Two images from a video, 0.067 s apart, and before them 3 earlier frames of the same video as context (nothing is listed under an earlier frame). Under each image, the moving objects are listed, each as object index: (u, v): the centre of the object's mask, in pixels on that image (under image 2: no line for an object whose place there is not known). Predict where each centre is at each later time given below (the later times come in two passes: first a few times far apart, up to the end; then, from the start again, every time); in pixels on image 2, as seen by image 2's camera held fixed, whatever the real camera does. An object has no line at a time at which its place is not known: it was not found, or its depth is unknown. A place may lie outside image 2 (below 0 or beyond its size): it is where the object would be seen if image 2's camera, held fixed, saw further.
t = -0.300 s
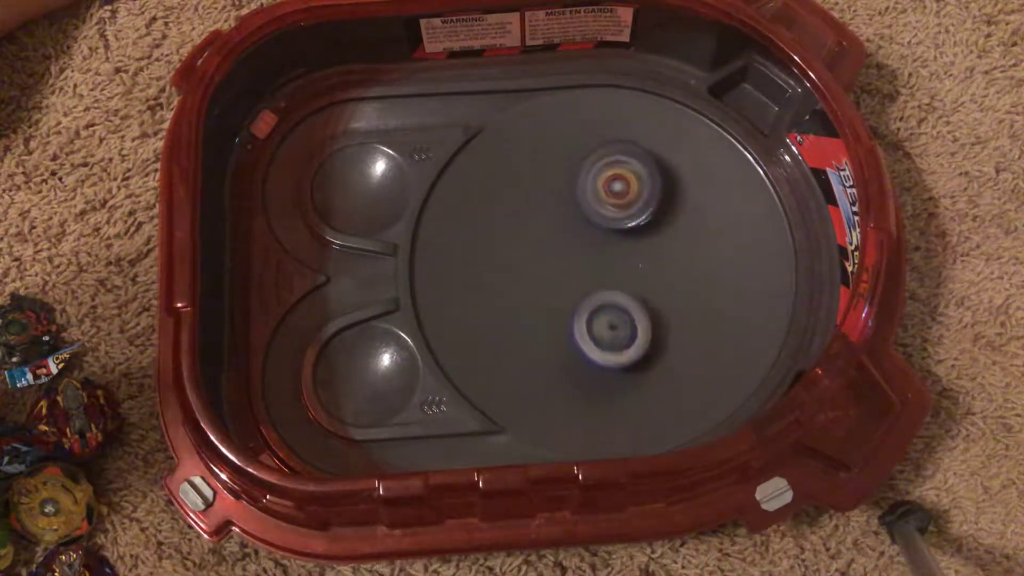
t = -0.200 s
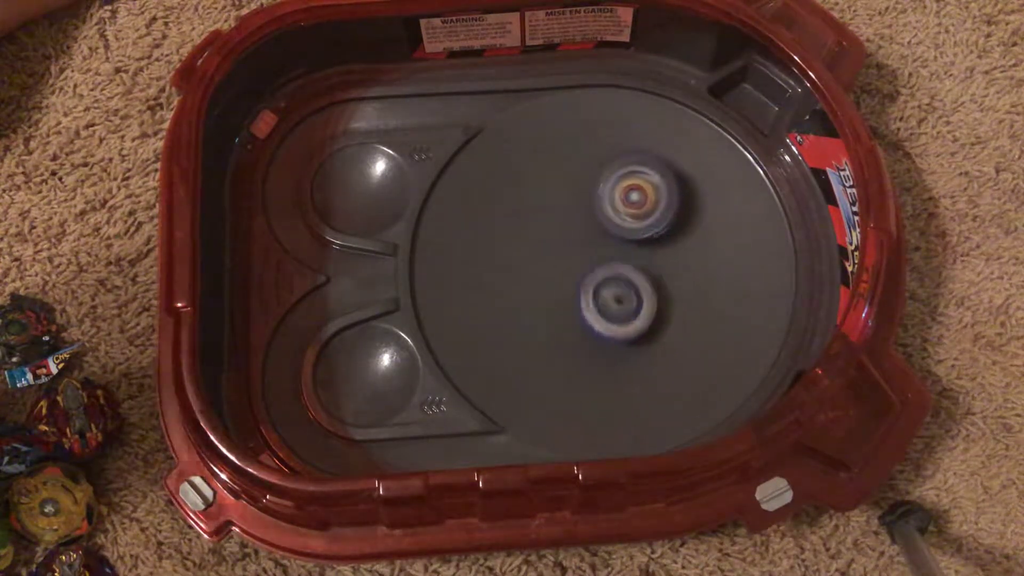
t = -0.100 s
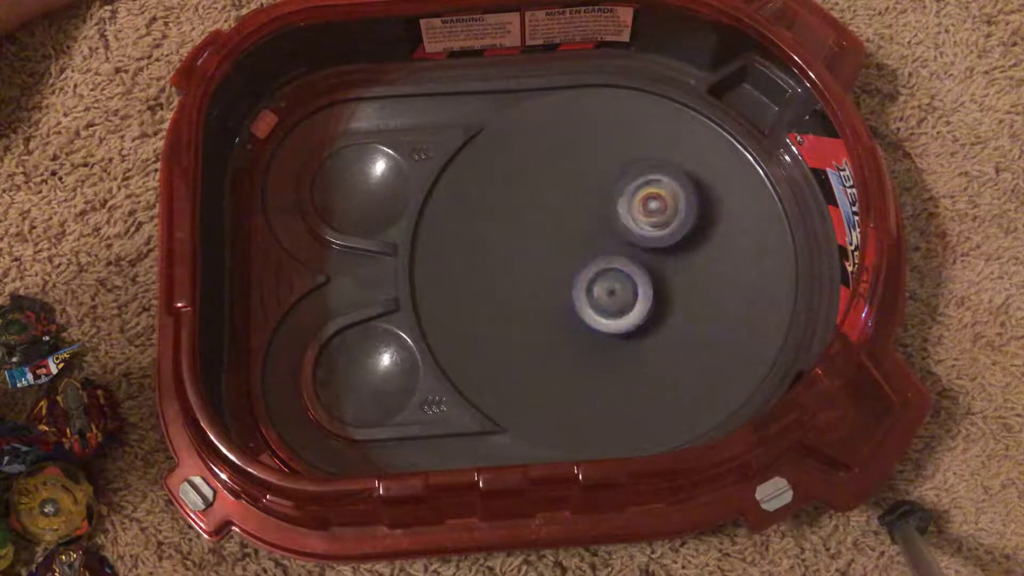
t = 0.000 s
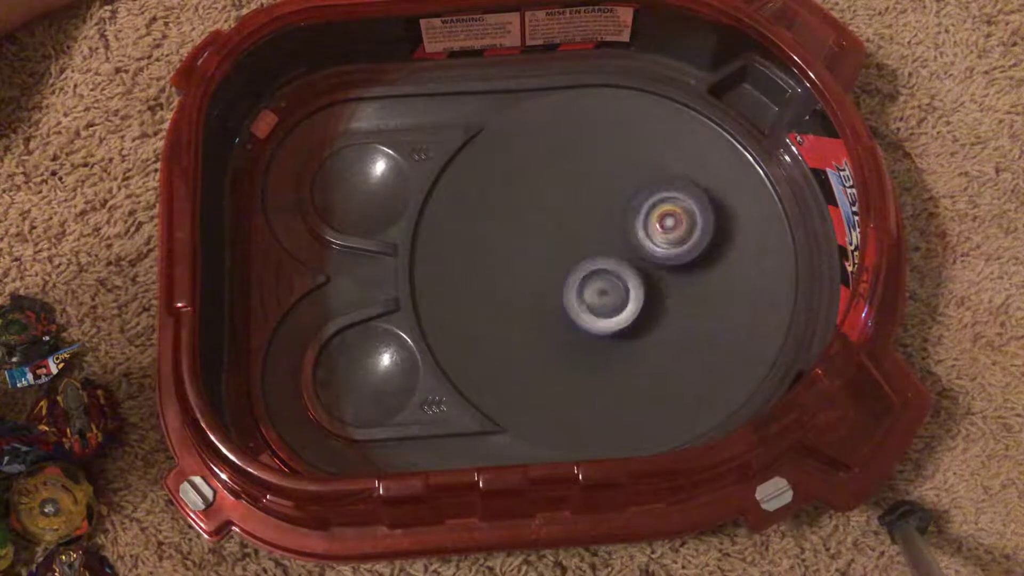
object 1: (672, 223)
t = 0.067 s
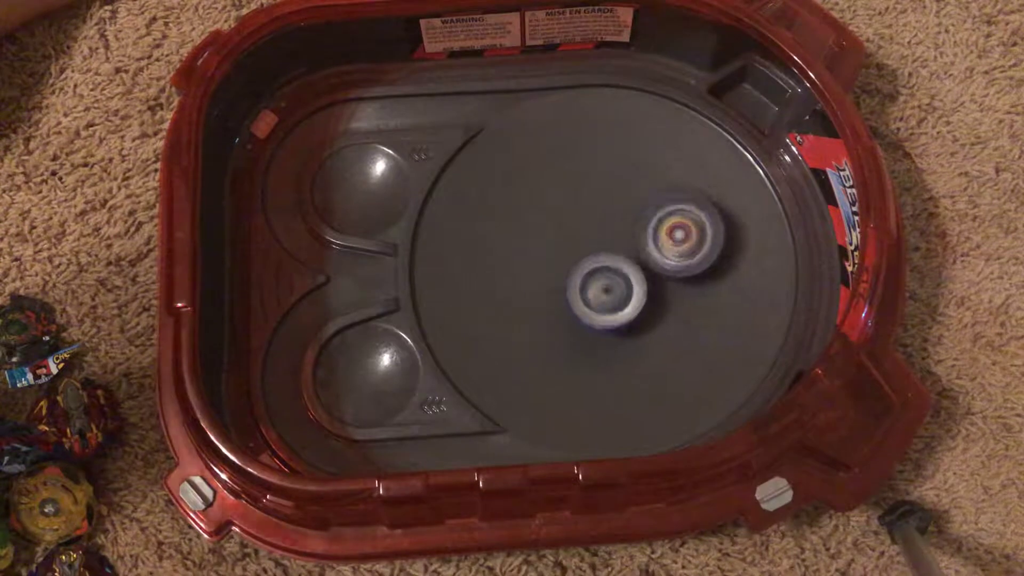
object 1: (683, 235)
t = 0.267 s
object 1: (696, 275)
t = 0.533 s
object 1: (657, 313)
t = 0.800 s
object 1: (586, 326)
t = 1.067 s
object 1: (527, 298)
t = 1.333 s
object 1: (511, 258)
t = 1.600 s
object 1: (530, 217)
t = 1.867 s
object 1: (577, 207)
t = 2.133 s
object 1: (624, 210)
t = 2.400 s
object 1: (647, 248)
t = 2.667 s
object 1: (662, 297)
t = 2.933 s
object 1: (646, 342)
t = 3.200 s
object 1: (602, 356)
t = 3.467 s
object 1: (551, 305)
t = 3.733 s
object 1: (539, 248)
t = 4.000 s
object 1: (534, 218)
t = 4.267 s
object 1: (582, 239)
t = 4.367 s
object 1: (599, 246)
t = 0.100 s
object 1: (689, 242)
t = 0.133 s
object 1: (694, 249)
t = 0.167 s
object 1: (697, 257)
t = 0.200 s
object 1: (697, 262)
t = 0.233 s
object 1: (697, 268)
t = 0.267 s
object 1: (696, 275)
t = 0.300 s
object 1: (693, 280)
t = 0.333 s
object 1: (691, 284)
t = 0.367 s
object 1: (687, 289)
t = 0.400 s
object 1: (682, 293)
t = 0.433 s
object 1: (678, 299)
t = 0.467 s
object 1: (672, 304)
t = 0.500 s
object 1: (665, 308)
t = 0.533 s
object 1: (657, 313)
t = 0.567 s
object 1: (649, 317)
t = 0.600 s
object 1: (641, 320)
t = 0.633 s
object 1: (632, 324)
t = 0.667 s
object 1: (623, 326)
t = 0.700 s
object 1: (614, 327)
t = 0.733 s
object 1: (604, 327)
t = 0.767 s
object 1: (595, 326)
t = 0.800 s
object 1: (586, 326)
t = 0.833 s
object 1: (579, 324)
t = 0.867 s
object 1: (571, 322)
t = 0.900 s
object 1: (562, 319)
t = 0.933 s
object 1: (553, 314)
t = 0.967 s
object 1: (546, 311)
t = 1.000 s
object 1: (539, 306)
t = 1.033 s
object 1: (533, 303)
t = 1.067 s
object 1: (527, 298)
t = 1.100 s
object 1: (523, 296)
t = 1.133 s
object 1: (519, 289)
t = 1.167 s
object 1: (515, 283)
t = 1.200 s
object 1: (512, 278)
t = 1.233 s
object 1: (510, 272)
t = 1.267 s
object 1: (509, 269)
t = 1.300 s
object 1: (509, 262)
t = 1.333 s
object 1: (511, 258)
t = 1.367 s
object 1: (513, 253)
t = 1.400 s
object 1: (515, 243)
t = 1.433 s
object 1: (518, 239)
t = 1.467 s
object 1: (521, 233)
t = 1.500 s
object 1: (522, 228)
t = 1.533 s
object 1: (523, 224)
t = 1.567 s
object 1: (527, 220)
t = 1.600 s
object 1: (530, 217)
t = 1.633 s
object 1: (534, 214)
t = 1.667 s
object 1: (538, 211)
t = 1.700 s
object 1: (542, 210)
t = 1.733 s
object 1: (549, 209)
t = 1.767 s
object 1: (556, 208)
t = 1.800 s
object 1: (563, 207)
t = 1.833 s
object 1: (570, 207)
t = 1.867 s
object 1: (577, 207)
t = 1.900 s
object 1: (584, 208)
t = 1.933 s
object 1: (591, 207)
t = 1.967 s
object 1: (596, 205)
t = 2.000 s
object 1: (601, 202)
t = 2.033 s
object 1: (606, 204)
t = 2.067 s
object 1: (611, 206)
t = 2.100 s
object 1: (617, 208)
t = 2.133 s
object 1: (624, 210)
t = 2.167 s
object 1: (627, 212)
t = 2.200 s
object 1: (629, 216)
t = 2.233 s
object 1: (634, 219)
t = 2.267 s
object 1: (638, 226)
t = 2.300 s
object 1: (642, 231)
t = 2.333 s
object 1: (645, 236)
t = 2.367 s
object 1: (646, 242)
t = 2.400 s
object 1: (647, 248)
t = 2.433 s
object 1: (653, 255)
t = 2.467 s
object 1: (656, 262)
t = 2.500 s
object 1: (658, 268)
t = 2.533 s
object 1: (658, 272)
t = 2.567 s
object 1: (659, 277)
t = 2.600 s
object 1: (659, 284)
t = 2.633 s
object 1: (661, 292)
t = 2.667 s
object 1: (662, 297)
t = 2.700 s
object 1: (661, 301)
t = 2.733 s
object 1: (659, 307)
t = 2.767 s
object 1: (659, 315)
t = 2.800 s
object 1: (659, 321)
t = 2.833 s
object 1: (656, 325)
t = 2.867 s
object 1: (653, 329)
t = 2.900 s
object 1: (650, 337)
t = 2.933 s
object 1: (646, 342)
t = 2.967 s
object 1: (643, 348)
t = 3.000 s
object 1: (640, 352)
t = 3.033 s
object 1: (633, 354)
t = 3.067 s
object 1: (626, 355)
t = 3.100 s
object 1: (621, 356)
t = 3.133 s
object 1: (616, 356)
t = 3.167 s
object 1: (608, 355)
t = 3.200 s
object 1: (602, 356)
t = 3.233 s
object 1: (592, 352)
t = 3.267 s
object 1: (585, 347)
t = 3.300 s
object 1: (580, 343)
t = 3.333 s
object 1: (572, 336)
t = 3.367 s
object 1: (564, 329)
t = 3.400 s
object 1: (561, 324)
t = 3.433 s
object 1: (555, 314)
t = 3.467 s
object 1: (551, 305)
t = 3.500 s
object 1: (551, 296)
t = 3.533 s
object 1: (549, 287)
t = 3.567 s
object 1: (547, 281)
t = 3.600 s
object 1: (549, 274)
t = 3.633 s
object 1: (549, 267)
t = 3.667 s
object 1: (549, 259)
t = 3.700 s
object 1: (552, 252)
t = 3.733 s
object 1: (539, 248)
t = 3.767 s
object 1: (526, 243)
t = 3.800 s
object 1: (514, 239)
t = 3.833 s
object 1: (512, 234)
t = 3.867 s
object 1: (516, 229)
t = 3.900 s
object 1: (518, 225)
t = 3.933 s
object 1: (522, 223)
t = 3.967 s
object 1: (527, 219)
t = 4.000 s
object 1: (534, 218)
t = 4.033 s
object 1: (539, 219)
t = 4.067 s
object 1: (548, 219)
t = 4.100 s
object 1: (553, 220)
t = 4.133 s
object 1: (560, 222)
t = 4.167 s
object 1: (565, 225)
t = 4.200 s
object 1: (573, 230)
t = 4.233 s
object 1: (577, 233)
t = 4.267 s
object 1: (582, 239)
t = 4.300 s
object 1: (590, 239)
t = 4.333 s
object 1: (593, 244)
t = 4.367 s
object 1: (599, 246)
